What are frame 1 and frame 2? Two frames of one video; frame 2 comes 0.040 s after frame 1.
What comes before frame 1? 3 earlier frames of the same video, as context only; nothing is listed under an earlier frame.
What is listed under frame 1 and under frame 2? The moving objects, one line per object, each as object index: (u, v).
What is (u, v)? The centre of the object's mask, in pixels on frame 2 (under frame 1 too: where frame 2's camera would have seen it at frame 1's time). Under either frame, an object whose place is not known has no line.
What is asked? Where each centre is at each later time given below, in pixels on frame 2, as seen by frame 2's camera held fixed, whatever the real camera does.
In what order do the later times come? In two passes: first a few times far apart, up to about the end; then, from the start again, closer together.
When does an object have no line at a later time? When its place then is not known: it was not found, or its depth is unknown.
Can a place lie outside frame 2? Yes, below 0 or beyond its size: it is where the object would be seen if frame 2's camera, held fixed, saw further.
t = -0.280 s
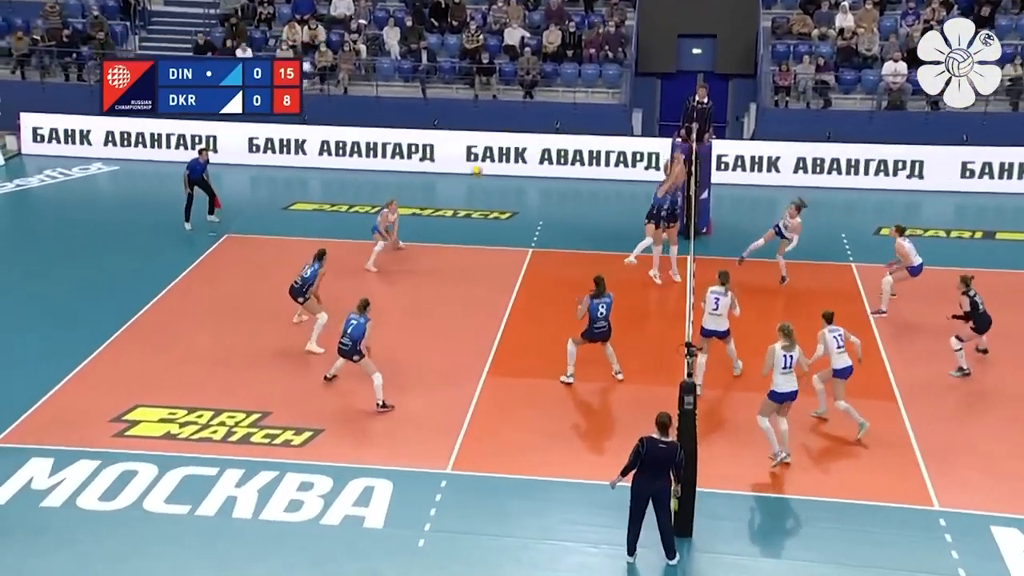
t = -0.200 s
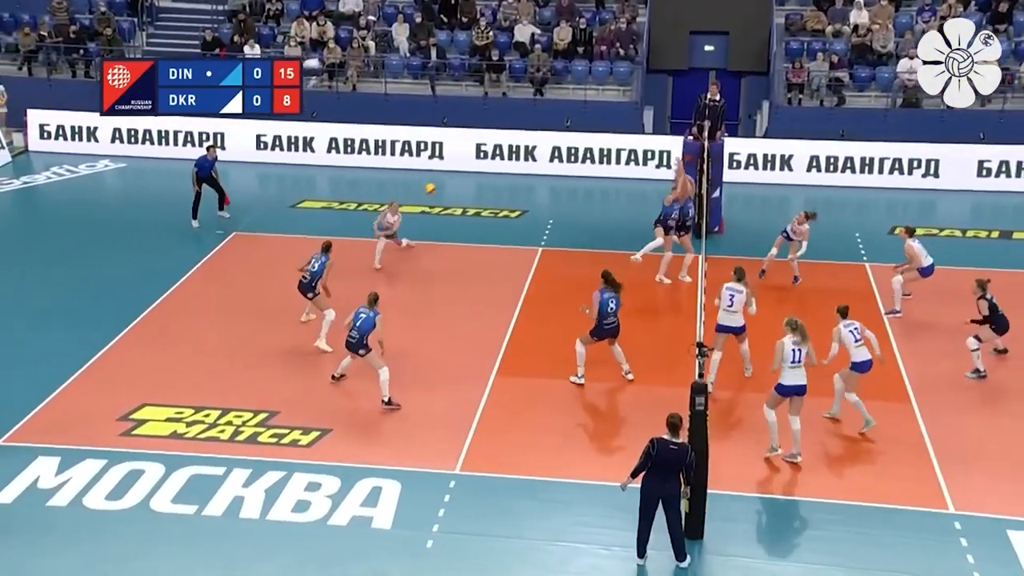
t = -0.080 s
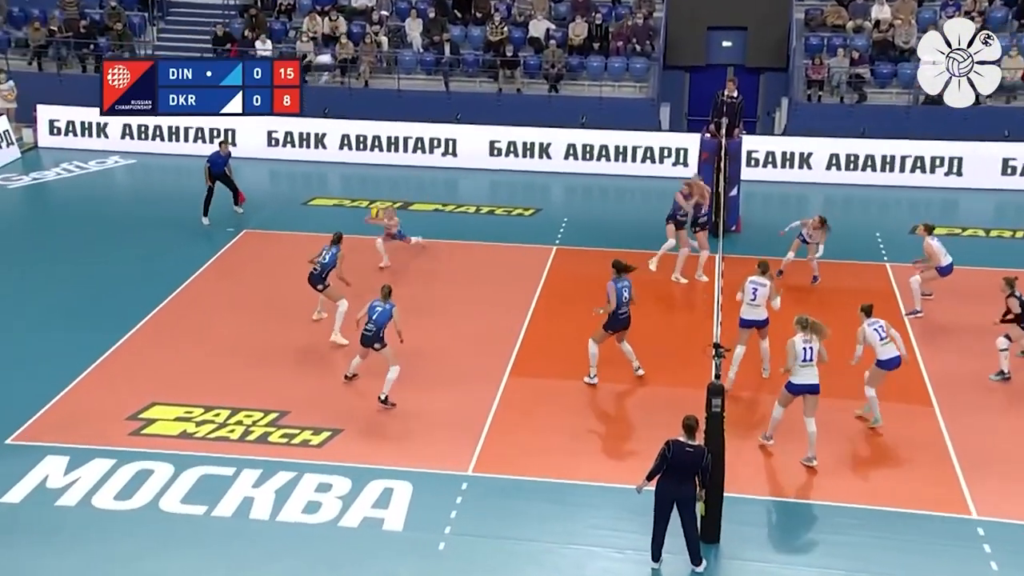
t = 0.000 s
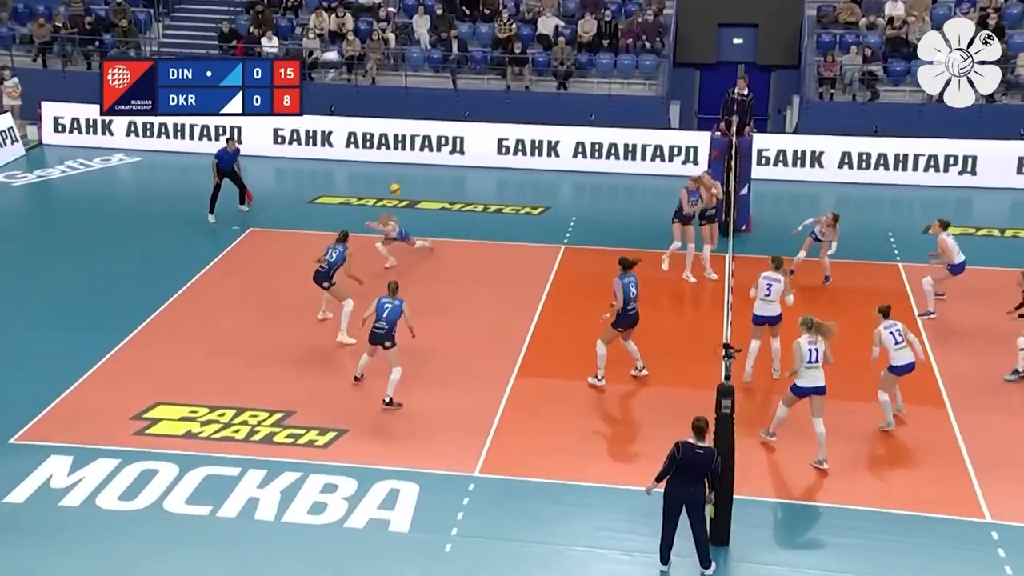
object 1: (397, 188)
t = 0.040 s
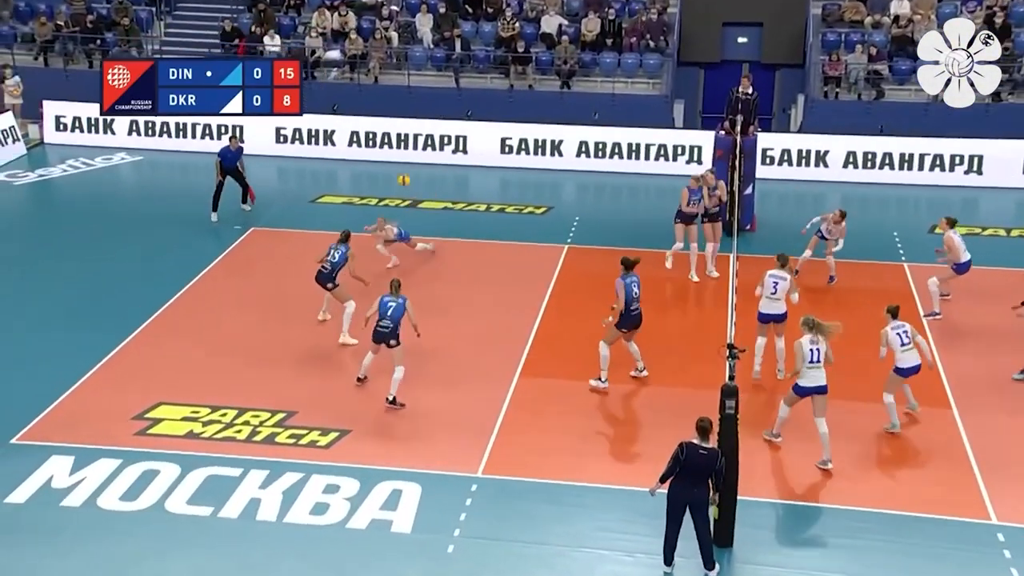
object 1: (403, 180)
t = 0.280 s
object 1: (441, 140)
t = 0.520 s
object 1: (478, 135)
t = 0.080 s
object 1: (410, 171)
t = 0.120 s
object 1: (415, 163)
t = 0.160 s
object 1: (421, 157)
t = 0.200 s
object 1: (428, 150)
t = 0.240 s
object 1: (434, 145)
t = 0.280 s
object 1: (441, 140)
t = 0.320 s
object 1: (446, 137)
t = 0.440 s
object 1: (465, 133)
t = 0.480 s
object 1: (471, 134)
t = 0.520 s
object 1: (478, 135)
